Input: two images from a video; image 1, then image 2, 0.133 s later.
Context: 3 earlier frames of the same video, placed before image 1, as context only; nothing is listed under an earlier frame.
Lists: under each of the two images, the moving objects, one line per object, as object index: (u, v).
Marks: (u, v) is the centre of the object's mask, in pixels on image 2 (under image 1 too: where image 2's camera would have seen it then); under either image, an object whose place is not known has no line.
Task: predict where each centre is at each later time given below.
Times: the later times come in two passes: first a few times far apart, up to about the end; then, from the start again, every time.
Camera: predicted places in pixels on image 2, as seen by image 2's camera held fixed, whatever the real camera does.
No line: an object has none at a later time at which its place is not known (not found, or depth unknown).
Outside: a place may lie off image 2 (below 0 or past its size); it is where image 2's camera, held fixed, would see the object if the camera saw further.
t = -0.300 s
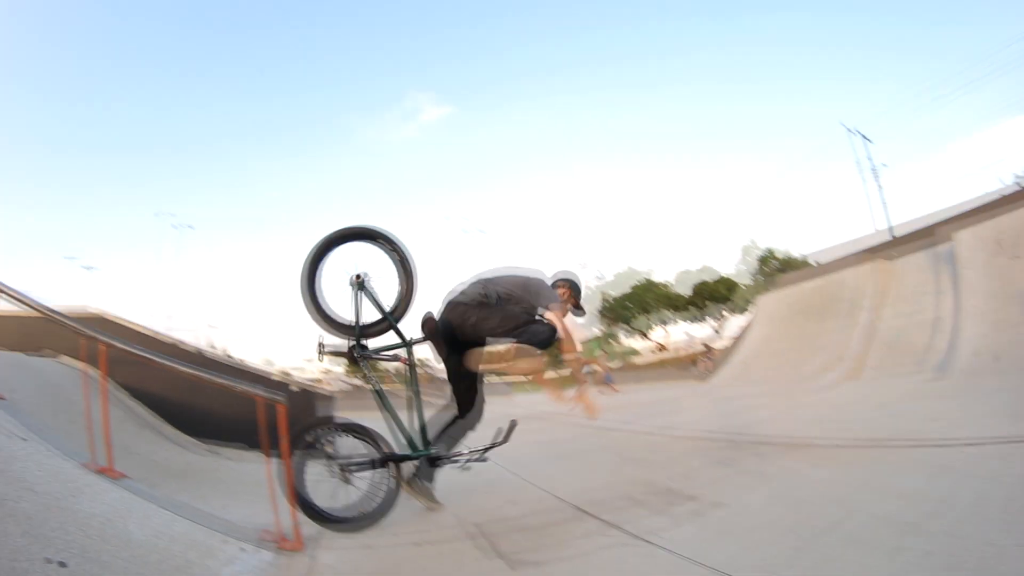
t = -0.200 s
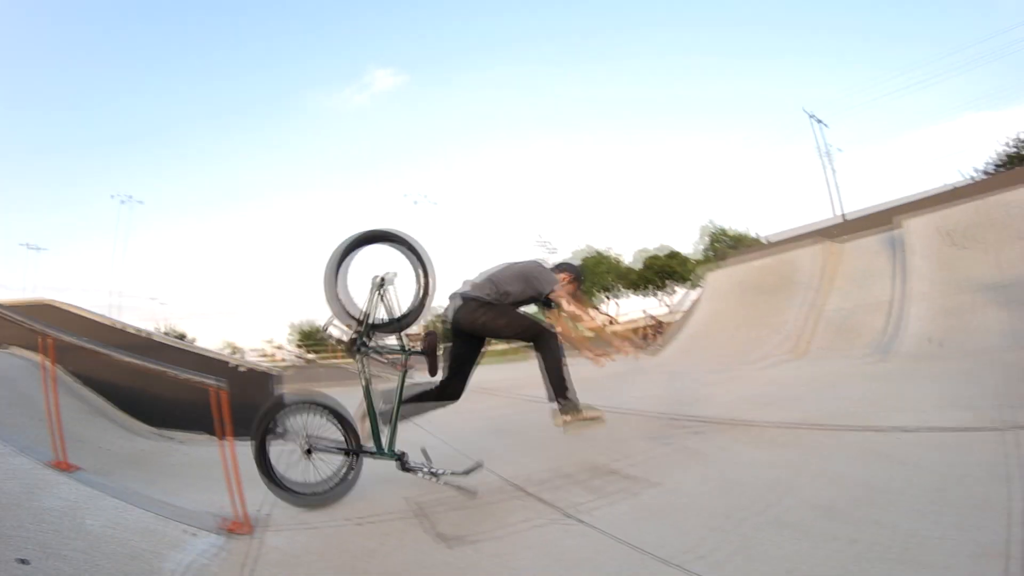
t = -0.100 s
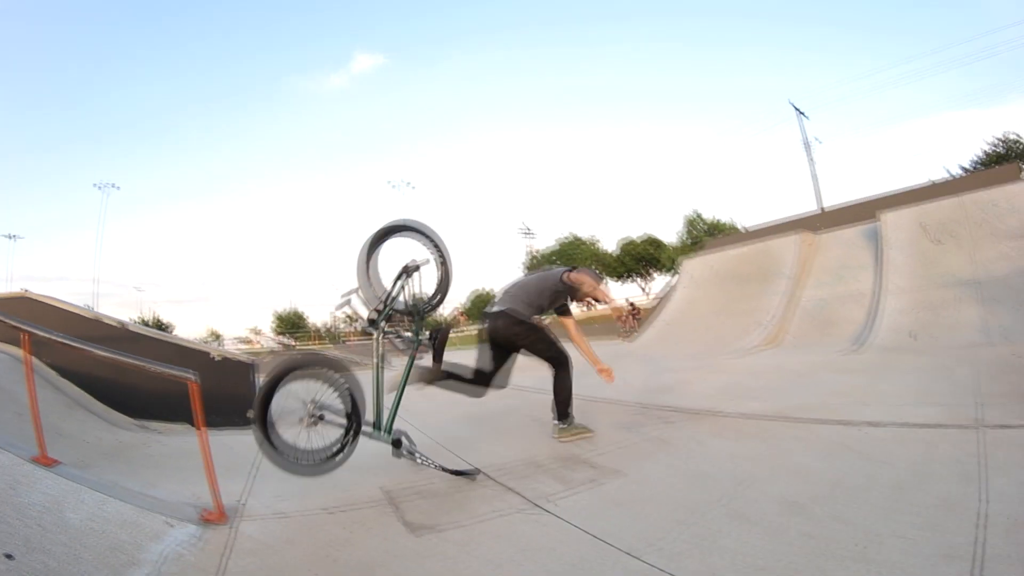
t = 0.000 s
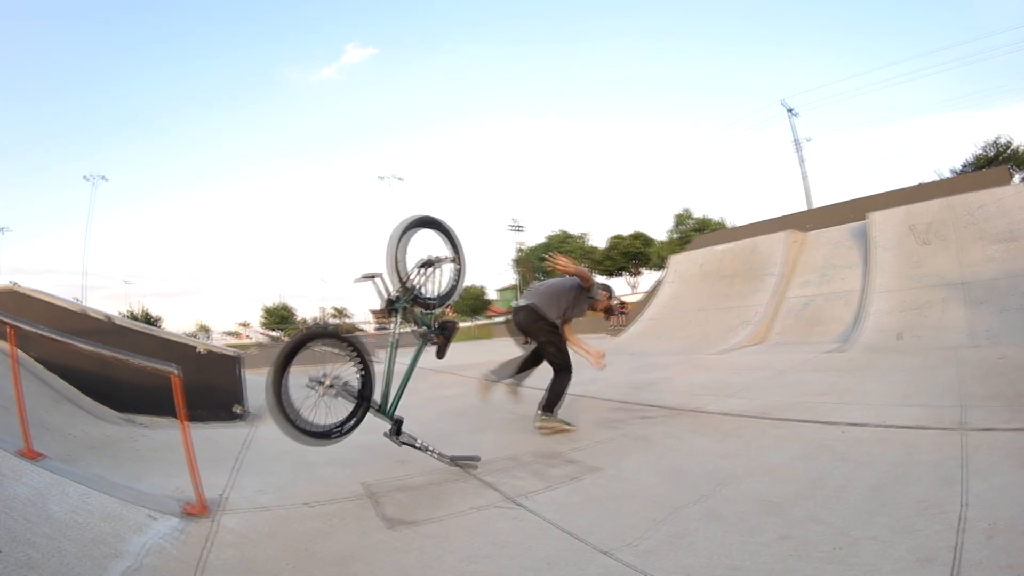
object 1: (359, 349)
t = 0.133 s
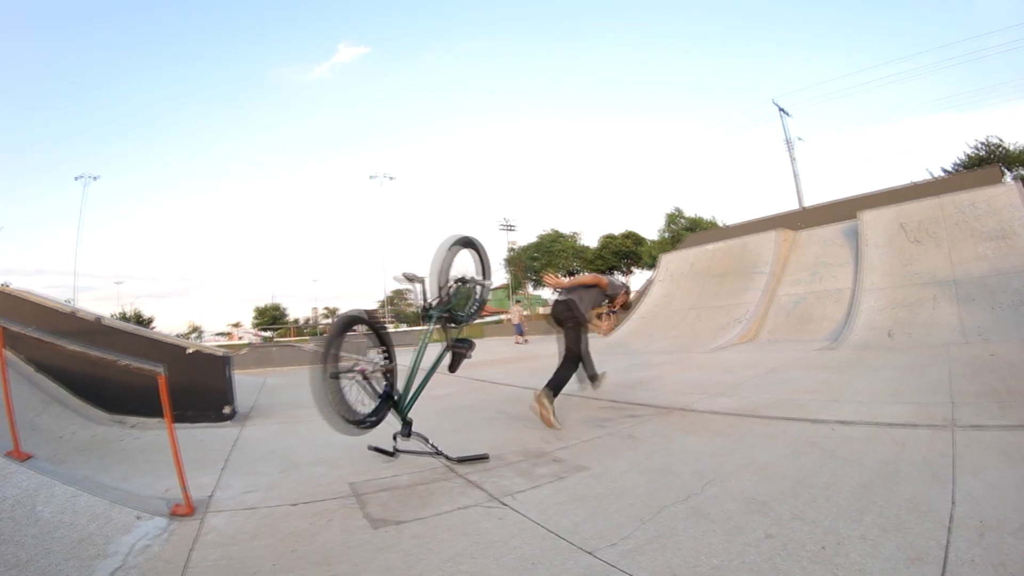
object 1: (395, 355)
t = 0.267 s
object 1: (451, 351)
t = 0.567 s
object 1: (524, 345)
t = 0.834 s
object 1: (580, 359)
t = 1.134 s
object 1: (636, 346)
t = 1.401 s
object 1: (683, 366)
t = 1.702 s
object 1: (705, 378)
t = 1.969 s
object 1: (723, 376)
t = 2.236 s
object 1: (730, 373)
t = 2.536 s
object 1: (729, 374)
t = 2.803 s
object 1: (731, 372)
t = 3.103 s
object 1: (731, 371)
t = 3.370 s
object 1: (730, 372)
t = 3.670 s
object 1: (731, 370)
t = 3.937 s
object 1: (733, 368)
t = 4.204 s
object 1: (732, 369)
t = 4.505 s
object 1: (732, 369)
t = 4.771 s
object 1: (732, 369)
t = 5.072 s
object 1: (732, 368)
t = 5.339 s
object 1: (732, 369)
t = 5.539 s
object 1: (732, 369)
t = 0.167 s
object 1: (420, 352)
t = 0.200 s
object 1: (429, 351)
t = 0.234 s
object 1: (439, 351)
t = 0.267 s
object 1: (451, 351)
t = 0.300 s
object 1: (461, 354)
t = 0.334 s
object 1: (469, 358)
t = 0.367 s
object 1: (473, 361)
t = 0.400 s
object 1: (477, 362)
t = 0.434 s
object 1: (485, 364)
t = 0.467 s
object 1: (492, 353)
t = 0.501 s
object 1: (504, 349)
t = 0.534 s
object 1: (516, 347)
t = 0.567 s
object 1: (524, 345)
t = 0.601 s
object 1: (527, 343)
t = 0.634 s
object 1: (533, 345)
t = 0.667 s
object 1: (541, 350)
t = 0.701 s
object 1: (551, 361)
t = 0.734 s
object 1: (562, 372)
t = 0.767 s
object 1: (569, 379)
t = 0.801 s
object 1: (575, 368)
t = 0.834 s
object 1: (580, 359)
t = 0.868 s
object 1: (586, 351)
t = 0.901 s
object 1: (591, 344)
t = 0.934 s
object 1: (597, 339)
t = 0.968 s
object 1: (605, 336)
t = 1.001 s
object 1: (610, 338)
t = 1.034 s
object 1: (615, 344)
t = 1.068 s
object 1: (623, 347)
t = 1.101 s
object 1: (630, 345)
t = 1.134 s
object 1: (636, 346)
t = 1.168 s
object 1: (644, 348)
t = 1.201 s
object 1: (652, 351)
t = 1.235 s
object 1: (662, 354)
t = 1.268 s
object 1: (669, 363)
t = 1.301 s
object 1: (674, 375)
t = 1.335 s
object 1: (674, 383)
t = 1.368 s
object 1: (680, 375)
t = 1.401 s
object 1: (683, 366)
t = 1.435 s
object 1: (687, 356)
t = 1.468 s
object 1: (689, 354)
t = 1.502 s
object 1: (691, 354)
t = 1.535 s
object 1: (694, 355)
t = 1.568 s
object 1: (695, 360)
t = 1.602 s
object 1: (696, 365)
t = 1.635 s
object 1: (697, 371)
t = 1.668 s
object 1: (701, 377)
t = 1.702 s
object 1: (705, 378)
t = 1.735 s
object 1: (710, 373)
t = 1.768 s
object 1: (713, 369)
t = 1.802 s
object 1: (717, 367)
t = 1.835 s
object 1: (719, 366)
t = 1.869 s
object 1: (719, 367)
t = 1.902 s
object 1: (721, 369)
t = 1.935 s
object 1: (722, 372)
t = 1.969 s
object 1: (723, 376)
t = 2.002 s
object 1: (725, 374)
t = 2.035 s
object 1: (727, 372)
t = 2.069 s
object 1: (727, 371)
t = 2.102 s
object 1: (728, 371)
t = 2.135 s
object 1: (729, 373)
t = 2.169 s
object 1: (730, 373)
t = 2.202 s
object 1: (730, 373)
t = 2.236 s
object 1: (730, 373)
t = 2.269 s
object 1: (729, 374)
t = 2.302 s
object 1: (729, 374)
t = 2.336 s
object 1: (730, 374)
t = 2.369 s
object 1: (729, 374)
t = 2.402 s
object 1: (729, 374)
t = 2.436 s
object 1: (729, 374)
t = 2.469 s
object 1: (729, 374)
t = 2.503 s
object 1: (730, 374)
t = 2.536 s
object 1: (729, 374)
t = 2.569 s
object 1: (729, 373)
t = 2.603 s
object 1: (729, 373)
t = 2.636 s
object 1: (730, 373)
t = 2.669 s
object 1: (730, 373)
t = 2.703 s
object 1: (731, 373)
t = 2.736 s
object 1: (730, 373)
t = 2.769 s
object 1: (730, 373)
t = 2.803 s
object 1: (731, 372)
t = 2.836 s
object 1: (731, 373)
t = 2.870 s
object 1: (731, 372)
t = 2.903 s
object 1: (731, 372)
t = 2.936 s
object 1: (731, 372)
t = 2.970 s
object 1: (731, 372)
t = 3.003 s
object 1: (731, 372)
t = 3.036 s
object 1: (731, 372)
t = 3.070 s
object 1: (732, 371)
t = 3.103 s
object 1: (731, 371)
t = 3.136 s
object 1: (732, 371)
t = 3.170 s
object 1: (731, 372)
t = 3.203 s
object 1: (732, 371)
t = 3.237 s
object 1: (732, 371)
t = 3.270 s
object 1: (731, 371)
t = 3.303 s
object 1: (731, 371)
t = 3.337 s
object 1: (730, 371)
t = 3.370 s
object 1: (730, 372)
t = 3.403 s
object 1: (730, 372)
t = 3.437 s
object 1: (730, 372)
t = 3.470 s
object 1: (731, 371)
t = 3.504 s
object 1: (731, 371)
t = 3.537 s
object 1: (731, 371)
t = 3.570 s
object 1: (731, 371)
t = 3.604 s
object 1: (731, 371)
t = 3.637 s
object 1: (731, 370)
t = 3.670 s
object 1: (731, 370)
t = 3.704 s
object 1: (731, 370)
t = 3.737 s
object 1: (731, 370)
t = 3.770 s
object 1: (731, 369)
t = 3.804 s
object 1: (731, 369)
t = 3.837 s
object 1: (731, 369)
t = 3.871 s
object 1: (731, 369)
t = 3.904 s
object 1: (731, 369)
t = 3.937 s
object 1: (733, 368)
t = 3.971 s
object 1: (732, 369)
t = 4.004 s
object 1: (731, 369)
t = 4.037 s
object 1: (732, 368)
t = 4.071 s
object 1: (732, 368)
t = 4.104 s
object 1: (734, 368)
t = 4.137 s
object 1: (732, 369)
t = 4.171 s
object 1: (733, 368)
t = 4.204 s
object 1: (732, 369)
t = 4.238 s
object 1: (732, 369)
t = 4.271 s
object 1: (733, 368)
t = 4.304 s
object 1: (732, 369)
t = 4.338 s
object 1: (733, 368)
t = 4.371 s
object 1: (732, 369)
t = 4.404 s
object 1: (734, 368)
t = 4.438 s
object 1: (732, 369)
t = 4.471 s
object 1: (732, 369)
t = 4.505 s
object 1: (732, 369)
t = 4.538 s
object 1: (732, 369)
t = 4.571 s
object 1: (734, 368)
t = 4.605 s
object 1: (734, 368)
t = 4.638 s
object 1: (733, 368)
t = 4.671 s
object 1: (732, 369)
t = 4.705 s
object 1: (732, 369)
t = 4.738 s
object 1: (732, 369)
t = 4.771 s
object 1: (732, 369)
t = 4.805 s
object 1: (732, 369)
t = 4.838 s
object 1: (732, 369)
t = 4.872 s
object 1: (732, 369)
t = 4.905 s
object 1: (732, 369)
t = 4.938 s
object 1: (732, 369)
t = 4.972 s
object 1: (732, 369)
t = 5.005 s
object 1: (732, 368)
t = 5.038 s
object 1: (732, 368)
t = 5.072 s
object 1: (732, 368)
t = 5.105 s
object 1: (732, 369)
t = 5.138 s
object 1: (732, 369)
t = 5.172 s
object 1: (732, 369)
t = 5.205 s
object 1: (732, 369)
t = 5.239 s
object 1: (732, 369)
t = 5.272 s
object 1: (732, 369)
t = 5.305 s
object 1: (732, 369)
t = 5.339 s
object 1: (732, 369)
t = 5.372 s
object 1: (732, 369)
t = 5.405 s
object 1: (732, 369)
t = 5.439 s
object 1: (732, 369)
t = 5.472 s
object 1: (732, 369)
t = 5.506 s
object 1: (732, 369)
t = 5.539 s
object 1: (732, 369)
